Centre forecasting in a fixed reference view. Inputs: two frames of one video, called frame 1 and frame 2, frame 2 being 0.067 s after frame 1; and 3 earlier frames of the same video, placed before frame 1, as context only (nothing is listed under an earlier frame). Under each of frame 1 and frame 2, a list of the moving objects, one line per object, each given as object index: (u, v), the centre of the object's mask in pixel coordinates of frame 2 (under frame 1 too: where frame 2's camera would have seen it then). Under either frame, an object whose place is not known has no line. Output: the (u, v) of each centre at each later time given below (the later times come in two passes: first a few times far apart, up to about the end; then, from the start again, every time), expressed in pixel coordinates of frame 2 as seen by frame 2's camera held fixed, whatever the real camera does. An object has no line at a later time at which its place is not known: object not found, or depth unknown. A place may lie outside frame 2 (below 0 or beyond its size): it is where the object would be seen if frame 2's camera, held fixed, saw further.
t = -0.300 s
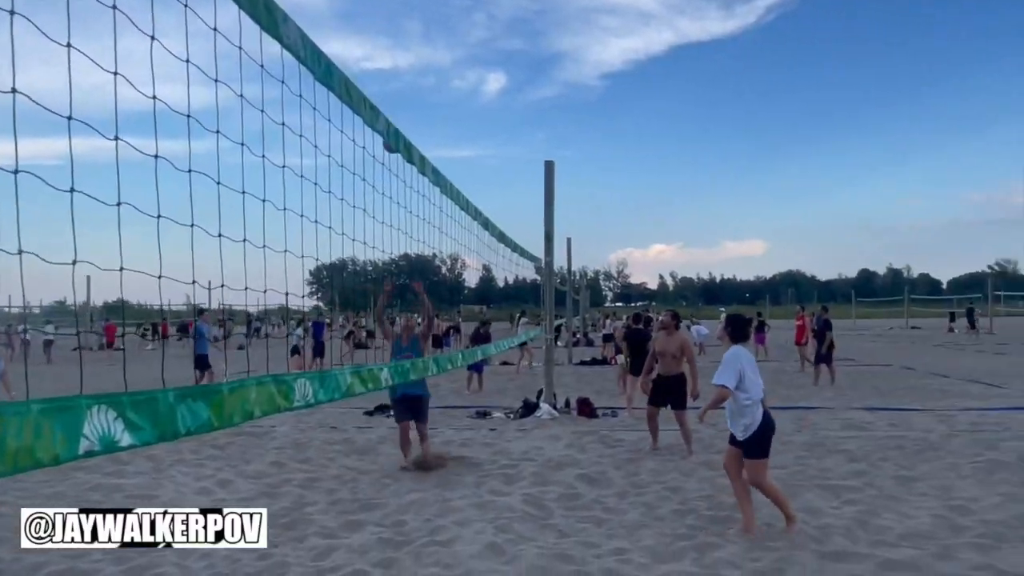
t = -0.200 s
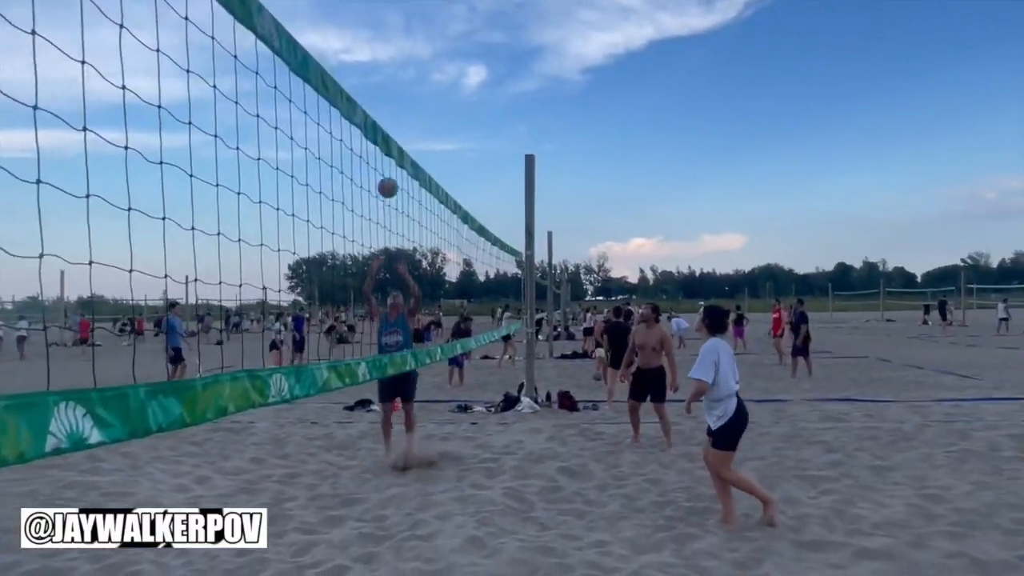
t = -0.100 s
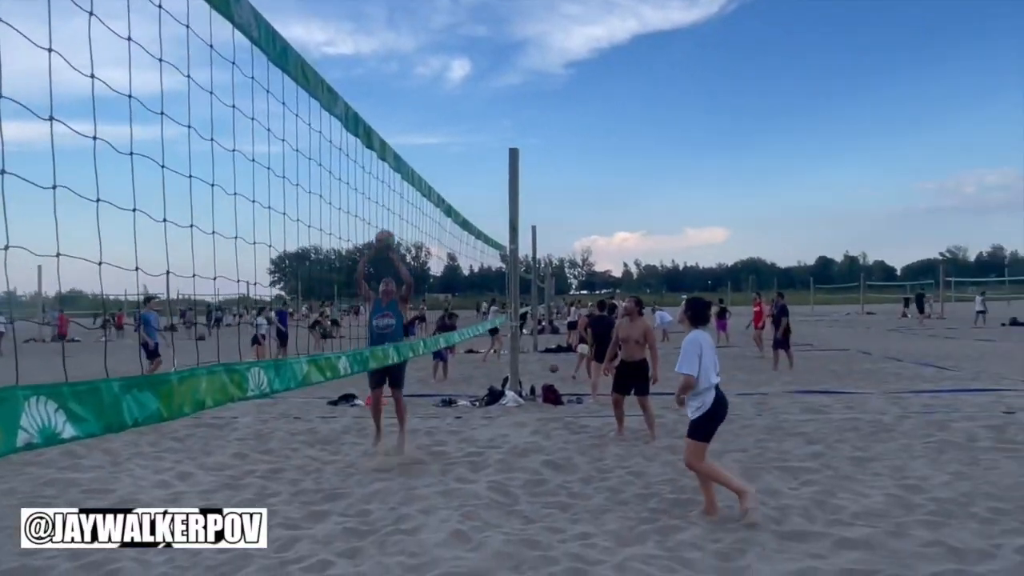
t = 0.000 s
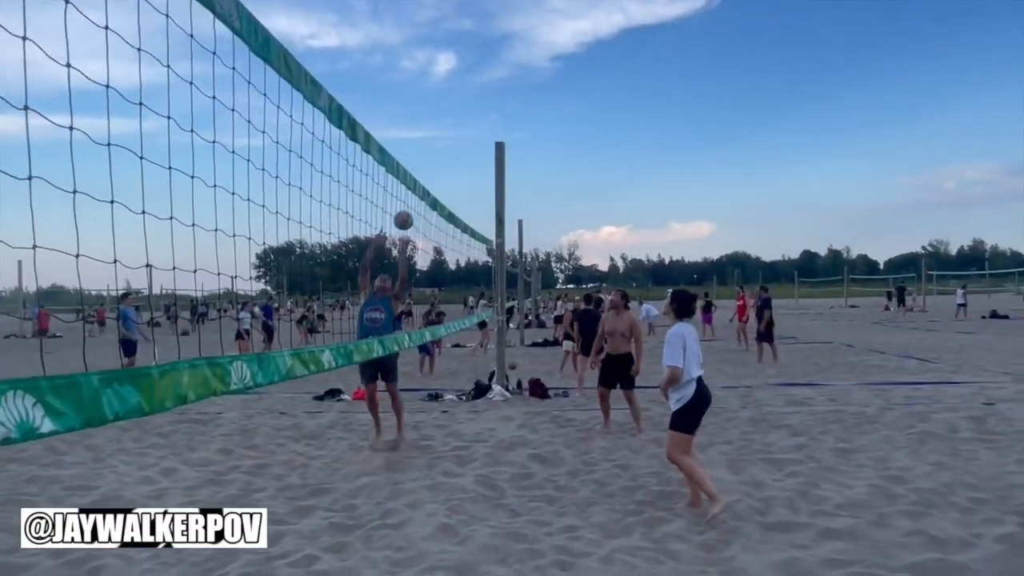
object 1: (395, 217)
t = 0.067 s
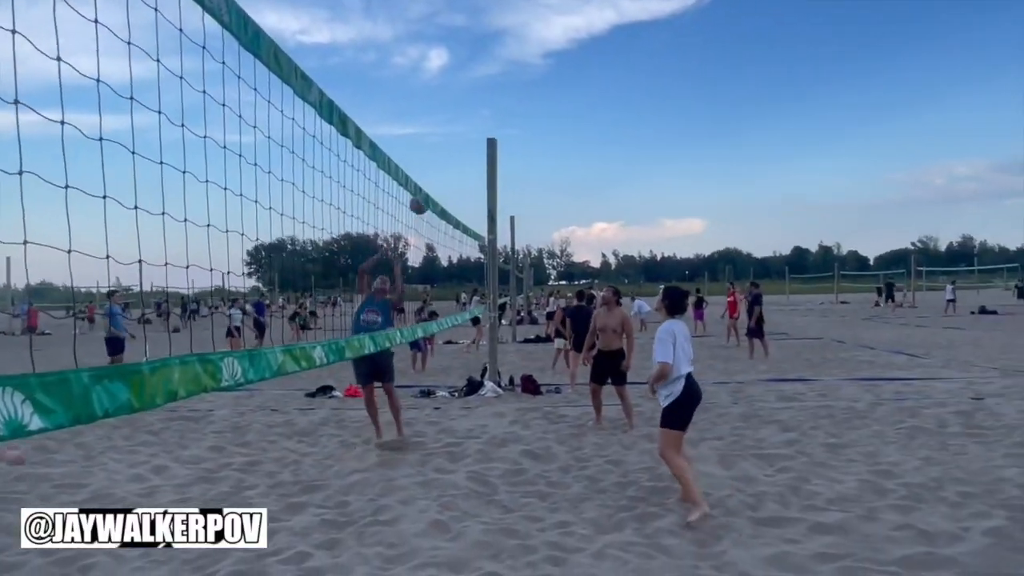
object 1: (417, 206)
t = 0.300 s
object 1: (499, 192)
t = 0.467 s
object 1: (552, 212)
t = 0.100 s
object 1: (435, 196)
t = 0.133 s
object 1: (443, 195)
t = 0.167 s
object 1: (454, 193)
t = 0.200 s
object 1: (466, 191)
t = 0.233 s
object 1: (477, 191)
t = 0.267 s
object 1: (488, 191)
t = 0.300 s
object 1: (499, 192)
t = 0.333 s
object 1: (510, 194)
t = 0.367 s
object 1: (521, 197)
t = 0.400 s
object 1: (532, 201)
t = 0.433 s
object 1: (542, 206)
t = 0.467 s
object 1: (552, 212)
